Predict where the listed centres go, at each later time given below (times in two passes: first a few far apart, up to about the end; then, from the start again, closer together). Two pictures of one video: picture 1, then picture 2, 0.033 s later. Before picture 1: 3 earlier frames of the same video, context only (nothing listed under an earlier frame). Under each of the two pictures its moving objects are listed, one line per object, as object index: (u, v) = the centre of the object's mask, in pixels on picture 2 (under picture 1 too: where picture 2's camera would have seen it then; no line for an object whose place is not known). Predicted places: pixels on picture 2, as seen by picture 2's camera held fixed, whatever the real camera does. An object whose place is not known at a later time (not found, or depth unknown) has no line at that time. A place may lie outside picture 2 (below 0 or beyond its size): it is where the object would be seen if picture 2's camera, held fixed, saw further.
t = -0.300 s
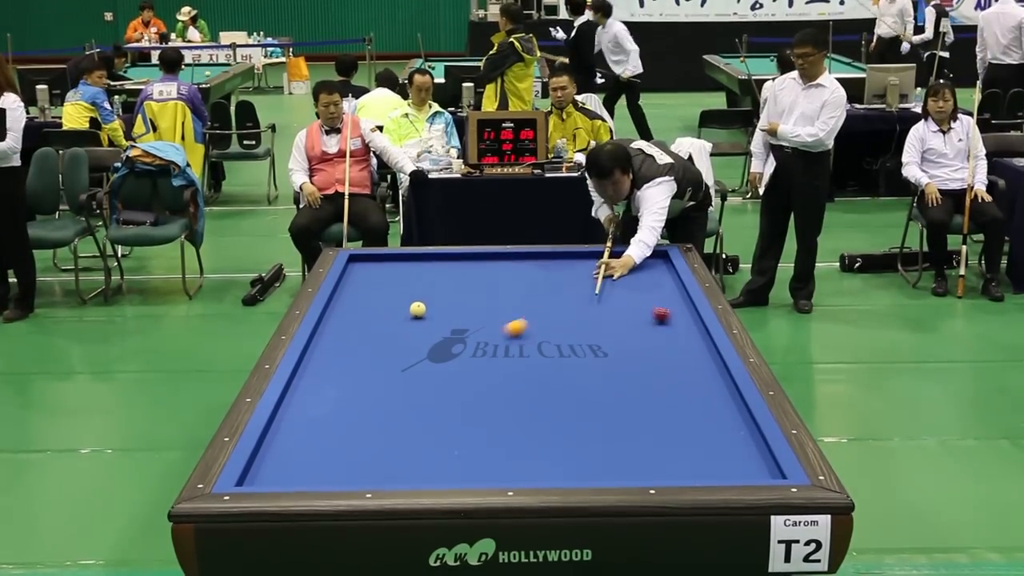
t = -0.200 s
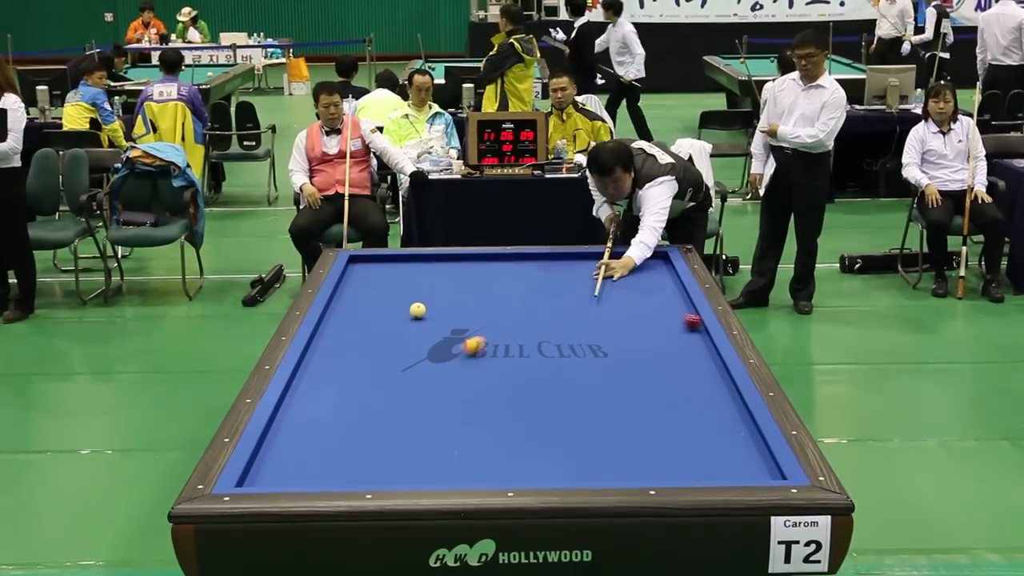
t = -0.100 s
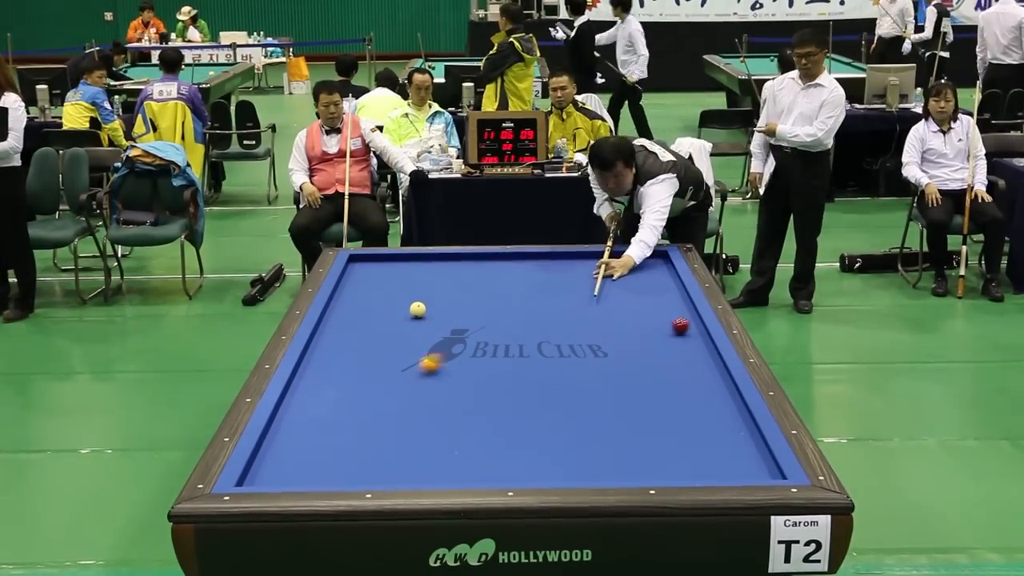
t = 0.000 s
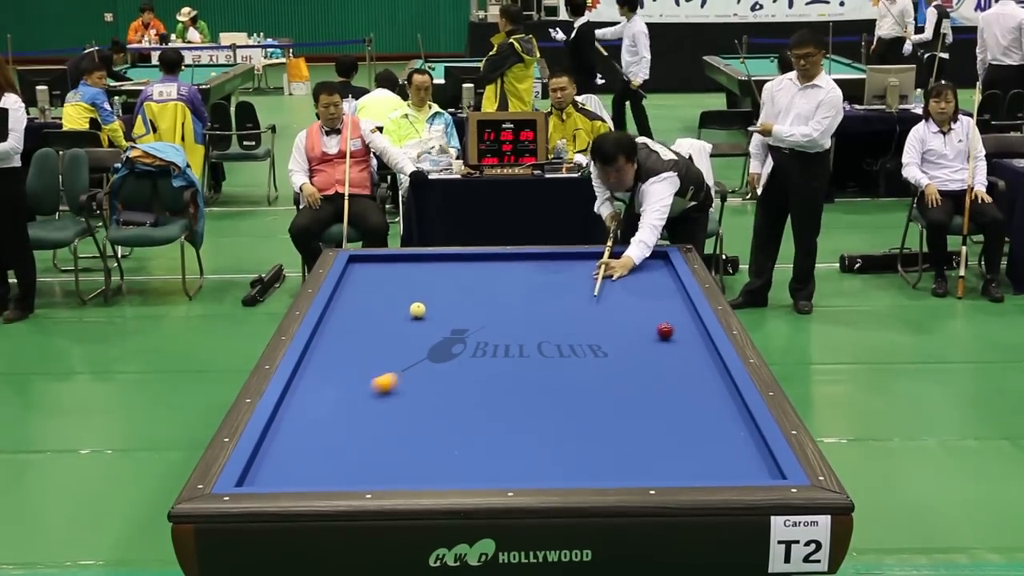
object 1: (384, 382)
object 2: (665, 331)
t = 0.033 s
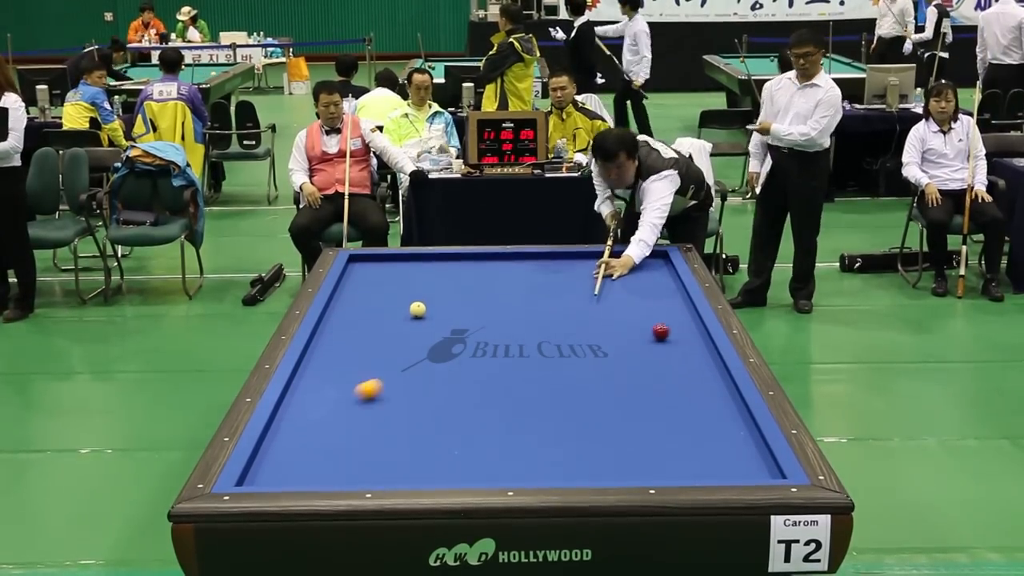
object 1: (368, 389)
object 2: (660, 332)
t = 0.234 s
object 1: (274, 435)
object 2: (634, 341)
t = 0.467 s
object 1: (354, 467)
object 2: (601, 353)
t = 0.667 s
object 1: (451, 425)
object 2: (573, 363)
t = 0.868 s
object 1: (527, 396)
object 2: (543, 373)
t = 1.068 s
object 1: (593, 372)
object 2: (513, 384)
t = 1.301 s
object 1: (661, 347)
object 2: (476, 397)
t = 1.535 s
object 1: (680, 327)
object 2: (438, 410)
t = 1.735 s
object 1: (638, 311)
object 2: (404, 422)
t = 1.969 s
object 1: (597, 295)
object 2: (363, 437)
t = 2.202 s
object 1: (560, 281)
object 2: (321, 452)
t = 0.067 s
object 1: (352, 396)
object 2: (656, 333)
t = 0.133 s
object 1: (317, 411)
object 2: (647, 337)
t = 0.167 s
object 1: (299, 419)
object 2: (643, 338)
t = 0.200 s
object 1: (280, 427)
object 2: (638, 340)
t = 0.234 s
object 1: (274, 435)
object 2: (634, 341)
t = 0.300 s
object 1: (293, 453)
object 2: (625, 344)
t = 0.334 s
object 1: (301, 462)
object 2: (620, 346)
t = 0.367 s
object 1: (309, 472)
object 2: (616, 348)
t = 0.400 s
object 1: (317, 477)
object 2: (611, 349)
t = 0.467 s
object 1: (354, 467)
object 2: (601, 353)
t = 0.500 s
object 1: (372, 459)
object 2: (597, 354)
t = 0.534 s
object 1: (389, 451)
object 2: (592, 356)
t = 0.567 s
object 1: (406, 444)
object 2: (587, 357)
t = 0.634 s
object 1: (436, 431)
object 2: (578, 361)
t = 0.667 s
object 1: (451, 425)
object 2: (573, 363)
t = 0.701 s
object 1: (464, 419)
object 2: (568, 364)
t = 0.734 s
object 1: (478, 414)
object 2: (563, 366)
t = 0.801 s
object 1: (504, 404)
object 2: (553, 370)
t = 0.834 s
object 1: (516, 399)
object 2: (548, 372)
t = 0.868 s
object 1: (527, 396)
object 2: (543, 373)
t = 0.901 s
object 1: (539, 391)
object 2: (538, 373)
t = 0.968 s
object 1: (561, 383)
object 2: (528, 378)
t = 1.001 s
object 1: (572, 379)
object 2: (523, 380)
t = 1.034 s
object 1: (582, 375)
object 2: (518, 382)
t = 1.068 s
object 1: (593, 372)
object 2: (513, 384)
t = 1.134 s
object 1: (613, 364)
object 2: (502, 387)
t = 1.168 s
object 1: (623, 361)
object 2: (498, 389)
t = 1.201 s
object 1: (633, 357)
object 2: (492, 391)
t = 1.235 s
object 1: (642, 354)
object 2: (487, 393)
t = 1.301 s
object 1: (661, 347)
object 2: (476, 397)
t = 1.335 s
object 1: (670, 344)
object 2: (471, 399)
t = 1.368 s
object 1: (679, 341)
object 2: (465, 401)
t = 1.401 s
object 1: (687, 338)
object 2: (460, 403)
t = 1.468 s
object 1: (699, 331)
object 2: (449, 406)
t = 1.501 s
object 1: (689, 329)
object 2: (443, 408)
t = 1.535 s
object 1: (680, 327)
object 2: (438, 410)
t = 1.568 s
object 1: (672, 324)
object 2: (432, 412)
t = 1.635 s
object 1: (657, 318)
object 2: (421, 416)
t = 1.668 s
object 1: (650, 316)
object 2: (415, 418)
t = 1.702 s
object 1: (644, 314)
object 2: (410, 420)
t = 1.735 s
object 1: (638, 311)
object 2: (404, 422)
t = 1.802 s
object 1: (626, 306)
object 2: (393, 426)
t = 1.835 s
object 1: (620, 304)
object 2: (387, 429)
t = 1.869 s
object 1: (614, 302)
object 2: (381, 431)
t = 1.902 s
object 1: (608, 300)
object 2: (375, 433)
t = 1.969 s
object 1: (597, 295)
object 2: (363, 437)
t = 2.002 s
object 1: (591, 293)
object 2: (357, 439)
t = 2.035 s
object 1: (586, 291)
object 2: (351, 441)
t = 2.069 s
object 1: (581, 289)
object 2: (345, 444)
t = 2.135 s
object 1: (570, 285)
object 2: (333, 448)
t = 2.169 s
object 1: (565, 283)
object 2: (327, 450)
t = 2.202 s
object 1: (560, 281)
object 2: (321, 452)
